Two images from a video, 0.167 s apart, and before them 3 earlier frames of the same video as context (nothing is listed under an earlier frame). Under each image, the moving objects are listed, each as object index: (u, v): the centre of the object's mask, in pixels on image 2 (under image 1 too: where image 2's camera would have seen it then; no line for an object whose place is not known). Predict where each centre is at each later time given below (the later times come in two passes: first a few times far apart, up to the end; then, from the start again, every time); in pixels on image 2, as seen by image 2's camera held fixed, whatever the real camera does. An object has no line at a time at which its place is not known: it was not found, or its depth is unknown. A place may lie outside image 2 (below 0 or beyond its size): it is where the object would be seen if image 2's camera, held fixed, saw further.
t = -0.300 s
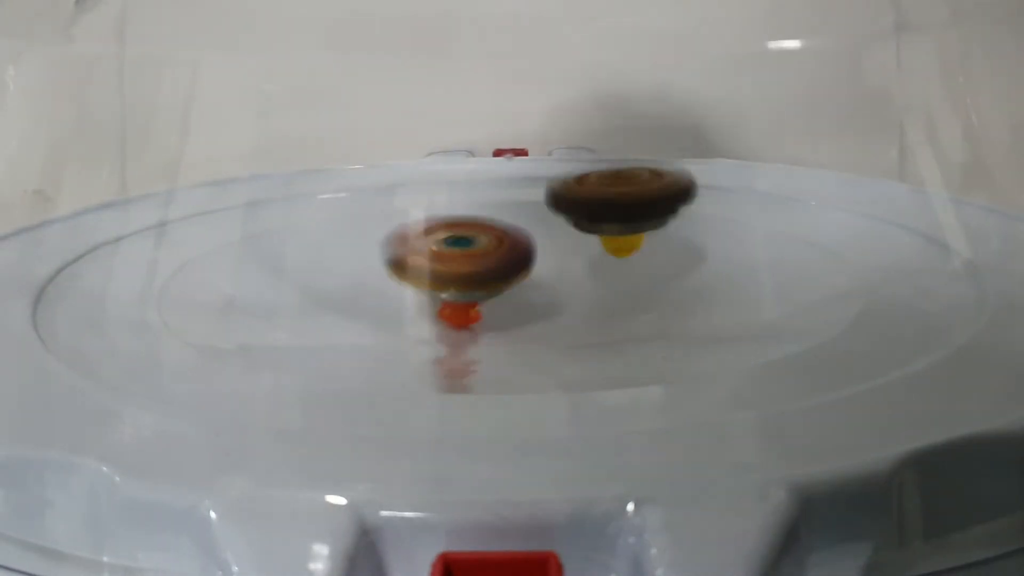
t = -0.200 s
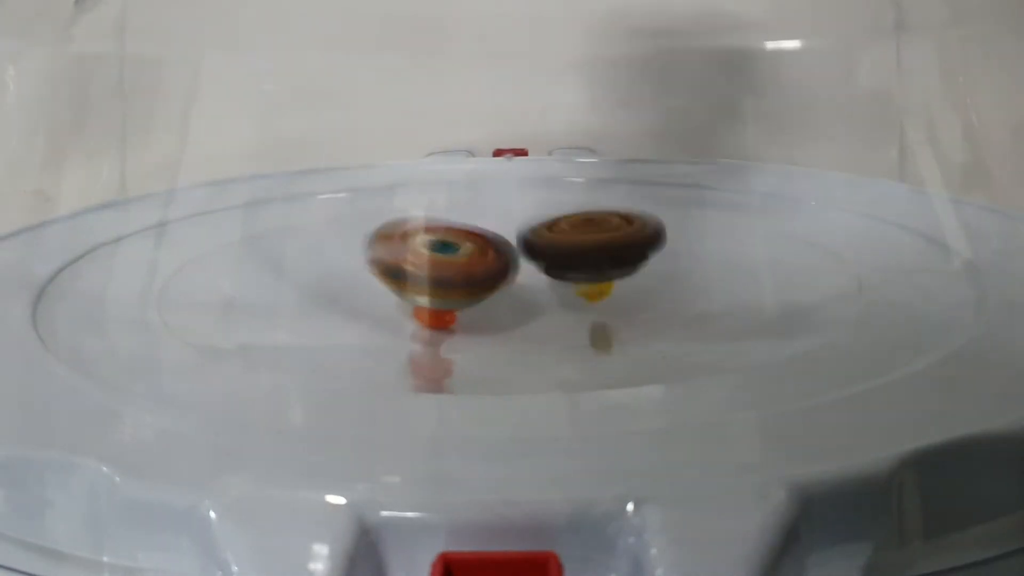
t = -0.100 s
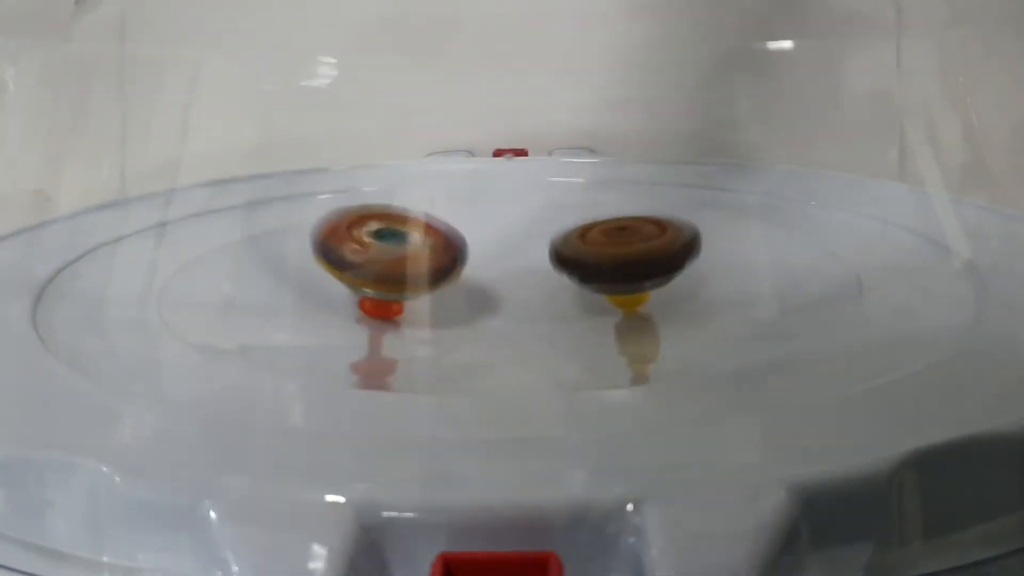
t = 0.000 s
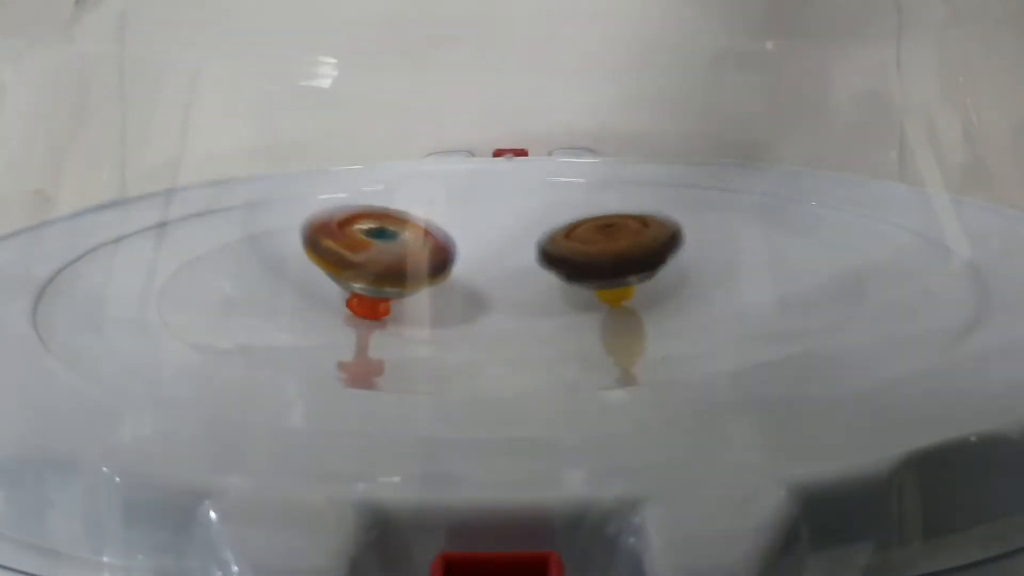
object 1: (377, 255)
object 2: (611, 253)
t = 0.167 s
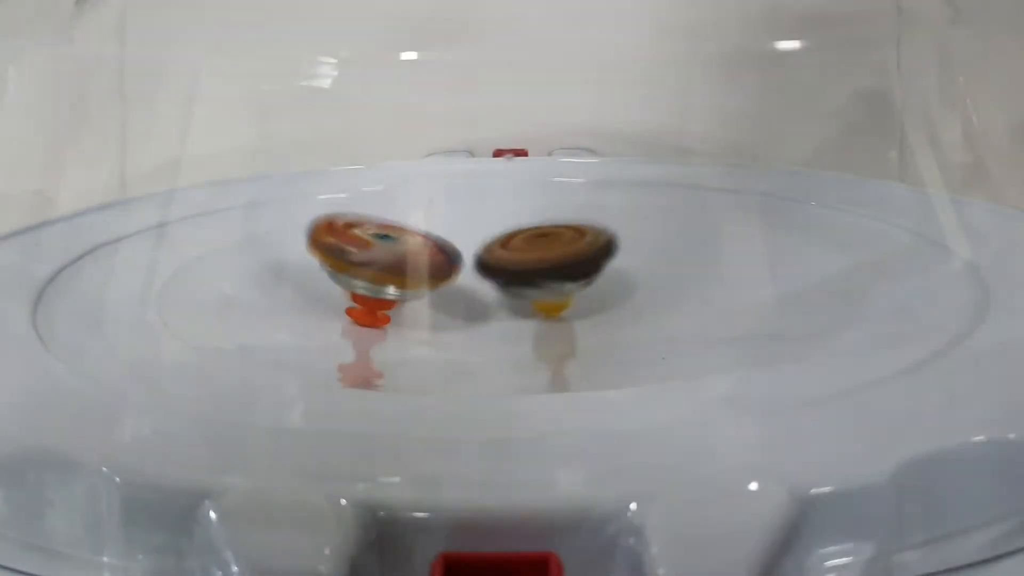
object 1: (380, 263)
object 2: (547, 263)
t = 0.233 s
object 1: (369, 261)
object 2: (546, 271)
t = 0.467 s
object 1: (393, 271)
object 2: (595, 287)
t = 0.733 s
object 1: (458, 280)
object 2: (632, 276)
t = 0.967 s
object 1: (453, 267)
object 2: (622, 273)
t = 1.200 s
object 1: (446, 252)
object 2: (585, 287)
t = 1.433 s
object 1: (461, 253)
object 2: (560, 298)
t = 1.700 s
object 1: (487, 246)
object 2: (533, 304)
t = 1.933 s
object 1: (541, 247)
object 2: (466, 305)
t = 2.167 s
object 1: (565, 267)
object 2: (404, 301)
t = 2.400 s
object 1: (569, 275)
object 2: (389, 292)
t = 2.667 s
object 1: (575, 281)
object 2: (383, 272)
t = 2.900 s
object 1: (553, 283)
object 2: (400, 260)
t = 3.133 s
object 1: (533, 287)
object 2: (429, 247)
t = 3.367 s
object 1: (520, 290)
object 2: (460, 230)
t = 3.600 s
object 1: (497, 295)
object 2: (518, 227)
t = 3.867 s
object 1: (479, 294)
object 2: (563, 237)
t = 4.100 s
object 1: (452, 285)
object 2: (608, 259)
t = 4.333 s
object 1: (439, 279)
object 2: (638, 271)
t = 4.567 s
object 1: (456, 274)
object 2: (622, 288)
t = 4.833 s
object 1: (486, 254)
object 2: (548, 304)
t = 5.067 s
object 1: (519, 246)
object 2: (465, 304)
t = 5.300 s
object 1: (530, 262)
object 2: (407, 295)
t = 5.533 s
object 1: (544, 267)
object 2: (386, 280)
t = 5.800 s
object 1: (578, 271)
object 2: (387, 262)
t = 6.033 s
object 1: (583, 276)
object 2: (433, 259)
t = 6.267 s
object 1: (596, 280)
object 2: (475, 256)
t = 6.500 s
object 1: (585, 289)
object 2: (512, 242)
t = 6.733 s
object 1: (540, 300)
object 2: (558, 235)
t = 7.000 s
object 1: (495, 300)
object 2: (575, 252)
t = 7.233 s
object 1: (441, 297)
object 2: (565, 275)
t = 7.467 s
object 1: (401, 289)
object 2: (559, 281)
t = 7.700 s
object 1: (396, 288)
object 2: (546, 283)
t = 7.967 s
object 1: (386, 282)
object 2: (540, 270)
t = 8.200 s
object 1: (397, 277)
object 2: (538, 263)
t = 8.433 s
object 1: (408, 278)
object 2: (547, 262)
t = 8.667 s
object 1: (421, 278)
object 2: (576, 268)
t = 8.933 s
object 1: (414, 273)
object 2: (606, 275)
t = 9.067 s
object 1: (434, 274)
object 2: (590, 283)
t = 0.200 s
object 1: (383, 265)
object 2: (538, 267)
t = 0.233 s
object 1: (369, 261)
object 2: (546, 271)
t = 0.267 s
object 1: (362, 259)
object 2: (555, 276)
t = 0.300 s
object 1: (364, 259)
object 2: (561, 280)
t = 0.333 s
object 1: (367, 261)
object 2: (567, 282)
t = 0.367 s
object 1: (373, 264)
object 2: (574, 284)
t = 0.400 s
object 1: (378, 266)
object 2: (580, 286)
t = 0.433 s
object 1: (384, 268)
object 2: (587, 286)
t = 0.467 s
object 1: (393, 271)
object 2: (595, 287)
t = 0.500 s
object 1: (402, 274)
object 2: (603, 286)
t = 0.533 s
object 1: (412, 276)
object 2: (610, 285)
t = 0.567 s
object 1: (423, 278)
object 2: (616, 283)
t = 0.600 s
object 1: (435, 280)
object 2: (619, 283)
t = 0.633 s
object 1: (449, 282)
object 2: (620, 282)
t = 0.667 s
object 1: (453, 281)
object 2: (626, 279)
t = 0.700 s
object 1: (452, 280)
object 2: (633, 277)
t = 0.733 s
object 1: (458, 280)
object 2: (632, 276)
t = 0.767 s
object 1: (464, 280)
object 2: (628, 276)
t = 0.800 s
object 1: (458, 277)
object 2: (633, 274)
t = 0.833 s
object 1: (458, 275)
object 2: (631, 274)
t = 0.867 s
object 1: (461, 274)
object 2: (625, 274)
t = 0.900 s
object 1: (452, 271)
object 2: (630, 272)
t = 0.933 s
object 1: (450, 268)
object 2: (630, 272)
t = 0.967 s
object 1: (453, 267)
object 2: (622, 273)
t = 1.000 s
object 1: (455, 266)
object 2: (613, 274)
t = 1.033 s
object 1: (451, 263)
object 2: (609, 275)
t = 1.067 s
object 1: (450, 262)
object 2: (603, 276)
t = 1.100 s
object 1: (449, 259)
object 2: (599, 278)
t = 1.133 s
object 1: (445, 256)
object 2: (595, 282)
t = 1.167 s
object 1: (445, 253)
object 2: (590, 284)
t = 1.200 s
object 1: (446, 252)
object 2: (585, 287)
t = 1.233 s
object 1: (447, 252)
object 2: (581, 289)
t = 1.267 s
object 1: (449, 251)
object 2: (576, 291)
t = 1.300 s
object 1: (451, 251)
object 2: (572, 293)
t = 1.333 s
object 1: (453, 252)
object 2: (569, 295)
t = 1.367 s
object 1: (455, 252)
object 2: (565, 296)
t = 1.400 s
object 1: (458, 253)
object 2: (563, 297)
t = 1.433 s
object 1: (461, 253)
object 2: (560, 298)
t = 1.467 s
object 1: (464, 254)
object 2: (557, 299)
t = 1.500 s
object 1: (467, 256)
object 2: (554, 299)
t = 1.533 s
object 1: (470, 255)
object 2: (551, 300)
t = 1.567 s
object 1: (472, 254)
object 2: (547, 300)
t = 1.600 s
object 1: (474, 253)
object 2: (544, 301)
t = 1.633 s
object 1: (479, 247)
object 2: (541, 303)
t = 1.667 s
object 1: (484, 247)
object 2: (537, 304)
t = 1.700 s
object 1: (487, 246)
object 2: (533, 304)
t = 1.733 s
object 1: (490, 246)
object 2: (529, 305)
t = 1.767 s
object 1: (493, 246)
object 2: (524, 305)
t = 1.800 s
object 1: (496, 246)
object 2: (519, 305)
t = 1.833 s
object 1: (505, 247)
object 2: (510, 306)
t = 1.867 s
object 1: (521, 246)
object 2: (490, 306)
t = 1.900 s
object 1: (534, 246)
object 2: (477, 305)
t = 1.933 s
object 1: (541, 247)
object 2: (466, 305)
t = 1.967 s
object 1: (547, 259)
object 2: (456, 305)
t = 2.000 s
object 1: (550, 261)
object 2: (446, 305)
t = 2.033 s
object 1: (553, 263)
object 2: (435, 305)
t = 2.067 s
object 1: (556, 265)
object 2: (426, 304)
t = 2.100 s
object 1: (559, 266)
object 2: (418, 303)
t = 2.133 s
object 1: (563, 266)
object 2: (410, 302)
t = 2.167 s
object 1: (565, 267)
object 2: (404, 301)
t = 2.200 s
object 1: (568, 268)
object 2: (399, 300)
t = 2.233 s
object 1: (570, 269)
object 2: (395, 299)
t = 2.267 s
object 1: (571, 270)
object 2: (391, 298)
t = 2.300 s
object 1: (572, 271)
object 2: (390, 296)
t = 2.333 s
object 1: (571, 272)
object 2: (389, 295)
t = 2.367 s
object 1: (570, 273)
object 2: (389, 294)
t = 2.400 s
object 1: (569, 275)
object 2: (389, 292)
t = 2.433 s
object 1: (566, 276)
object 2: (391, 290)
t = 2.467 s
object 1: (564, 277)
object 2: (395, 288)
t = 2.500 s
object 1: (561, 278)
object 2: (398, 286)
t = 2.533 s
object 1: (567, 280)
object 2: (392, 283)
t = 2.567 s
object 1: (574, 280)
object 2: (386, 280)
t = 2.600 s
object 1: (575, 280)
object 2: (384, 277)
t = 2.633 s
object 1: (575, 280)
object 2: (383, 274)
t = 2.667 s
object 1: (575, 281)
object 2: (383, 272)
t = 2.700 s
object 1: (573, 281)
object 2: (383, 269)
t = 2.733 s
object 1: (571, 282)
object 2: (384, 267)
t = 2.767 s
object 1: (568, 282)
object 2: (385, 265)
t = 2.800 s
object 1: (566, 282)
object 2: (387, 263)
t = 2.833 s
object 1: (561, 282)
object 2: (391, 261)
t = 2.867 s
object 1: (557, 283)
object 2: (395, 261)
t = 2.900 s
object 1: (553, 283)
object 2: (400, 260)
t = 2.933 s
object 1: (547, 283)
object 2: (405, 259)
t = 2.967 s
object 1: (543, 284)
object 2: (410, 258)
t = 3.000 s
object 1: (544, 284)
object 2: (412, 255)
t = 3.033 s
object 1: (542, 285)
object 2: (416, 254)
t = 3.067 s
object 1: (538, 285)
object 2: (421, 252)
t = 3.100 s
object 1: (535, 286)
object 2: (424, 249)
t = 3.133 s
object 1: (533, 287)
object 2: (429, 247)
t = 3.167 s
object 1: (535, 288)
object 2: (434, 243)
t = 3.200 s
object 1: (534, 289)
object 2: (437, 241)
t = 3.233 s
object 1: (530, 290)
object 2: (440, 238)
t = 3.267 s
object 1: (529, 290)
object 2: (444, 237)
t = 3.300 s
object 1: (525, 290)
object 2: (448, 234)
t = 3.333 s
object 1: (522, 290)
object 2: (454, 231)
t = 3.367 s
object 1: (520, 290)
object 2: (460, 230)
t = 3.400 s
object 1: (516, 290)
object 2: (466, 229)
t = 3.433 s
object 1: (514, 290)
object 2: (475, 229)
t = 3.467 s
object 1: (512, 290)
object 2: (483, 229)
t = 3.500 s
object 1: (507, 290)
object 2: (493, 230)
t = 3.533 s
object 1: (504, 293)
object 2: (505, 228)
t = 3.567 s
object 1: (501, 294)
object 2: (513, 227)
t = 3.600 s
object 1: (497, 295)
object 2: (518, 227)
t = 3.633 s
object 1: (492, 295)
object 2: (523, 227)
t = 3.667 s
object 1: (489, 295)
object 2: (528, 227)
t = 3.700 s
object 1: (487, 295)
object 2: (533, 228)
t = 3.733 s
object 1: (485, 295)
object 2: (539, 229)
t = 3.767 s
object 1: (485, 295)
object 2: (544, 230)
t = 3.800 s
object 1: (483, 295)
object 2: (550, 232)
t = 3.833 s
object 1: (480, 294)
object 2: (557, 235)
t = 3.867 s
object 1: (479, 294)
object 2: (563, 237)
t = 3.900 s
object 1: (479, 293)
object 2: (570, 240)
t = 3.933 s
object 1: (479, 292)
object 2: (578, 245)
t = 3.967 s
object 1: (479, 291)
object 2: (586, 248)
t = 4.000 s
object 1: (475, 289)
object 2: (593, 253)
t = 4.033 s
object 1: (470, 288)
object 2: (599, 256)
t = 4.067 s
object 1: (461, 287)
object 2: (603, 257)
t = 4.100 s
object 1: (452, 285)
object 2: (608, 259)
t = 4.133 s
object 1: (447, 284)
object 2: (614, 261)
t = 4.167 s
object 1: (444, 283)
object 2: (620, 262)
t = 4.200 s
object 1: (442, 282)
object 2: (625, 264)
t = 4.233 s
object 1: (440, 281)
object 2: (629, 266)
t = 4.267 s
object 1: (439, 280)
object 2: (633, 267)
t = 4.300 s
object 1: (438, 280)
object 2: (636, 269)
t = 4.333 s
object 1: (439, 279)
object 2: (638, 271)
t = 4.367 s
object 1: (439, 278)
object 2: (639, 273)
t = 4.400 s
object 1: (442, 277)
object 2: (638, 276)
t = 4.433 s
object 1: (444, 277)
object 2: (637, 279)
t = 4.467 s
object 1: (446, 276)
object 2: (635, 281)
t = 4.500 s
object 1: (449, 275)
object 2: (632, 283)
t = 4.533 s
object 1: (454, 275)
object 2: (627, 286)
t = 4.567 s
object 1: (456, 274)
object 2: (622, 288)
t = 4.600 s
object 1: (460, 274)
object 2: (614, 291)
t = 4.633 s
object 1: (466, 273)
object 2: (607, 294)
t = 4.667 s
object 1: (469, 272)
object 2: (598, 295)
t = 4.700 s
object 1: (471, 271)
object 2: (589, 297)
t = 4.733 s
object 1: (476, 269)
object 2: (579, 299)
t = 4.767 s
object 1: (480, 267)
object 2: (570, 300)
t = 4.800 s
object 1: (483, 263)
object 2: (559, 302)
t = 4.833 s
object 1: (486, 254)
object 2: (548, 304)
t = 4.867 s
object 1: (493, 250)
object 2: (535, 305)
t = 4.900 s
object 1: (496, 249)
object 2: (523, 306)
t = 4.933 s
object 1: (501, 248)
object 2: (512, 307)
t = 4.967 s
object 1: (506, 246)
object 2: (502, 306)
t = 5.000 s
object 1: (510, 245)
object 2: (495, 305)
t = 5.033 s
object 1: (515, 245)
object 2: (475, 304)
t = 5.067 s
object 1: (519, 246)
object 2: (465, 304)
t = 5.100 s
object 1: (522, 248)
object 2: (455, 304)
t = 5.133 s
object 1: (526, 254)
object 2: (447, 302)
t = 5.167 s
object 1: (526, 257)
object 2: (438, 301)
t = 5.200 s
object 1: (528, 259)
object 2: (428, 300)
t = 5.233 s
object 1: (529, 260)
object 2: (421, 299)
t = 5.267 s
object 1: (529, 261)
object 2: (414, 297)
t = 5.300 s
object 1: (530, 262)
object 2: (407, 295)
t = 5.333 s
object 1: (529, 263)
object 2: (402, 293)
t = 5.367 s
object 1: (530, 264)
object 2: (398, 291)
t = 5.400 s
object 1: (533, 265)
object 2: (393, 289)
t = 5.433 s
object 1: (538, 265)
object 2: (389, 287)
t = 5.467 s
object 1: (540, 265)
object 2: (387, 284)
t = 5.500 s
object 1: (542, 266)
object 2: (386, 282)
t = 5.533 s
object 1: (544, 267)
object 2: (386, 280)
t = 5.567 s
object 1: (544, 267)
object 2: (387, 278)
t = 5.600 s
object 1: (546, 268)
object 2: (389, 276)
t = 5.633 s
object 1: (547, 269)
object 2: (391, 274)
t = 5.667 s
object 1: (558, 270)
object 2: (385, 271)
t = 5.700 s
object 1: (568, 270)
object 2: (380, 268)
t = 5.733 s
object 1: (573, 270)
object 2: (381, 266)
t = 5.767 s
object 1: (575, 271)
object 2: (384, 264)
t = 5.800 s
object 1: (578, 271)
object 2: (387, 262)
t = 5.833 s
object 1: (578, 271)
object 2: (391, 262)
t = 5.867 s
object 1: (580, 271)
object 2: (397, 261)
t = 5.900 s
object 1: (579, 272)
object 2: (404, 261)
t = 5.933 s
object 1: (578, 272)
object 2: (412, 261)
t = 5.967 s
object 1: (576, 273)
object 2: (420, 261)
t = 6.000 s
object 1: (575, 274)
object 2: (429, 261)
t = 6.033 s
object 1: (583, 276)
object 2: (433, 259)
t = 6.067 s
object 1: (594, 277)
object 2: (433, 257)
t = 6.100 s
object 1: (597, 278)
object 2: (439, 257)
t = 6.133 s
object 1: (598, 278)
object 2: (447, 257)
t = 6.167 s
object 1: (599, 279)
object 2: (454, 256)
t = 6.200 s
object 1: (598, 279)
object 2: (462, 256)
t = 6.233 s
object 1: (598, 280)
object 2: (469, 256)
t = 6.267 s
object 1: (596, 280)
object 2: (475, 256)
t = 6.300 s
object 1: (594, 281)
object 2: (484, 255)
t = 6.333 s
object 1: (598, 284)
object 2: (486, 251)
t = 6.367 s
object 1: (599, 286)
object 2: (488, 250)
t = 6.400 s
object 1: (597, 287)
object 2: (494, 250)
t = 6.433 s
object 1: (592, 288)
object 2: (500, 248)
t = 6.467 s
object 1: (590, 288)
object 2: (506, 247)
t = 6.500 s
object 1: (585, 289)
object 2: (512, 242)
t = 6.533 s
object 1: (580, 290)
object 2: (519, 240)
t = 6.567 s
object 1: (573, 291)
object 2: (527, 239)
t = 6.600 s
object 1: (569, 292)
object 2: (535, 237)
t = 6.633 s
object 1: (563, 292)
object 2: (543, 236)
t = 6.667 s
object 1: (556, 295)
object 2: (552, 236)
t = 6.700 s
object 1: (548, 298)
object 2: (556, 235)
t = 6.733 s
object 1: (540, 300)
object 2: (558, 235)
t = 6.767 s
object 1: (534, 302)
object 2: (559, 236)
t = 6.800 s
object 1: (528, 304)
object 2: (559, 237)
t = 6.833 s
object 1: (520, 301)
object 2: (560, 239)
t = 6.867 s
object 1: (516, 302)
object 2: (562, 241)
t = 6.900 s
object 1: (510, 301)
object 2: (564, 243)
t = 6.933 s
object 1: (506, 300)
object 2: (568, 244)
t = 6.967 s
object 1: (501, 301)
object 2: (571, 248)
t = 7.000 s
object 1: (495, 300)
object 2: (575, 252)
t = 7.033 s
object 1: (486, 301)
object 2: (575, 261)
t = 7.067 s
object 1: (471, 301)
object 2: (572, 262)
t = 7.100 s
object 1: (461, 300)
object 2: (572, 263)
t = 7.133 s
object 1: (453, 300)
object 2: (569, 266)
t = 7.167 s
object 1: (451, 299)
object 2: (568, 269)
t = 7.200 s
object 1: (442, 298)
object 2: (566, 272)
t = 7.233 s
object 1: (441, 297)
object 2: (565, 275)
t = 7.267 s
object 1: (437, 297)
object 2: (563, 278)
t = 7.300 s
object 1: (434, 296)
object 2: (561, 281)
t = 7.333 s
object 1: (424, 294)
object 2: (561, 281)
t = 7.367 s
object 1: (421, 293)
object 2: (561, 281)
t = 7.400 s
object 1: (418, 293)
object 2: (560, 283)
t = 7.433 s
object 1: (409, 291)
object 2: (558, 282)
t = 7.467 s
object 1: (401, 289)
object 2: (559, 281)
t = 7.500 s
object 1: (397, 289)
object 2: (559, 281)
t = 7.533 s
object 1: (394, 289)
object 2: (558, 281)
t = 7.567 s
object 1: (392, 289)
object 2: (556, 281)
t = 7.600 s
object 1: (392, 288)
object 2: (553, 281)
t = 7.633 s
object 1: (393, 288)
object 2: (550, 282)
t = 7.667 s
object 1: (395, 288)
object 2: (547, 282)
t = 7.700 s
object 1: (396, 288)
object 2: (546, 283)
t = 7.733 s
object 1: (394, 286)
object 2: (545, 282)
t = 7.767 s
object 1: (384, 284)
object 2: (549, 279)
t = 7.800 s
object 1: (380, 283)
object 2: (552, 276)
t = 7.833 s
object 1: (380, 282)
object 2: (552, 274)
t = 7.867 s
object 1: (380, 282)
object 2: (550, 273)
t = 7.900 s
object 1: (380, 282)
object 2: (547, 272)
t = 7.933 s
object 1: (383, 282)
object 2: (543, 271)
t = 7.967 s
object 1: (386, 282)
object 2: (540, 270)
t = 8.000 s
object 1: (390, 282)
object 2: (536, 270)
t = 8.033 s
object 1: (393, 282)
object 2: (534, 270)
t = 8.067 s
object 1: (390, 280)
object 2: (535, 268)
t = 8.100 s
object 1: (395, 279)
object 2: (535, 268)
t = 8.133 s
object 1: (397, 278)
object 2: (535, 267)
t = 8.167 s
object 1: (396, 277)
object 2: (537, 264)
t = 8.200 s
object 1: (397, 277)
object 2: (538, 263)
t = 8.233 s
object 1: (397, 278)
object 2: (538, 263)
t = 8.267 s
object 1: (397, 278)
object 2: (538, 262)
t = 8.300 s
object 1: (401, 278)
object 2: (539, 262)
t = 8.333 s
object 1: (403, 278)
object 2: (540, 262)
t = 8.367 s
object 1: (403, 277)
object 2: (542, 262)
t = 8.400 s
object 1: (407, 278)
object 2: (544, 262)
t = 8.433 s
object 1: (408, 278)
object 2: (547, 262)
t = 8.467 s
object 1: (409, 278)
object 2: (551, 262)
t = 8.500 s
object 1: (410, 279)
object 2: (554, 262)
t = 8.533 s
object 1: (415, 279)
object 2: (557, 263)
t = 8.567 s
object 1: (413, 278)
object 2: (564, 264)
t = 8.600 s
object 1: (413, 277)
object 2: (568, 265)
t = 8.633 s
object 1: (418, 277)
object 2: (573, 266)
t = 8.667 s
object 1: (421, 278)
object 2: (576, 268)
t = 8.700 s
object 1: (424, 278)
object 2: (579, 269)
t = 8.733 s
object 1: (421, 277)
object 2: (585, 270)
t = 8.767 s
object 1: (409, 274)
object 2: (598, 268)
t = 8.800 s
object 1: (405, 272)
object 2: (603, 268)
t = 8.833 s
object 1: (405, 272)
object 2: (607, 269)
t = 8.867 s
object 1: (407, 272)
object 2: (607, 270)
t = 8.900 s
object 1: (410, 273)
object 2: (607, 272)
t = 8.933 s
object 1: (414, 273)
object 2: (606, 275)
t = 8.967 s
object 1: (418, 274)
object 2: (603, 277)
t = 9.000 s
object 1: (423, 274)
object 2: (599, 279)
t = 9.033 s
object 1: (429, 275)
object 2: (594, 281)
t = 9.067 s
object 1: (434, 274)
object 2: (590, 283)
